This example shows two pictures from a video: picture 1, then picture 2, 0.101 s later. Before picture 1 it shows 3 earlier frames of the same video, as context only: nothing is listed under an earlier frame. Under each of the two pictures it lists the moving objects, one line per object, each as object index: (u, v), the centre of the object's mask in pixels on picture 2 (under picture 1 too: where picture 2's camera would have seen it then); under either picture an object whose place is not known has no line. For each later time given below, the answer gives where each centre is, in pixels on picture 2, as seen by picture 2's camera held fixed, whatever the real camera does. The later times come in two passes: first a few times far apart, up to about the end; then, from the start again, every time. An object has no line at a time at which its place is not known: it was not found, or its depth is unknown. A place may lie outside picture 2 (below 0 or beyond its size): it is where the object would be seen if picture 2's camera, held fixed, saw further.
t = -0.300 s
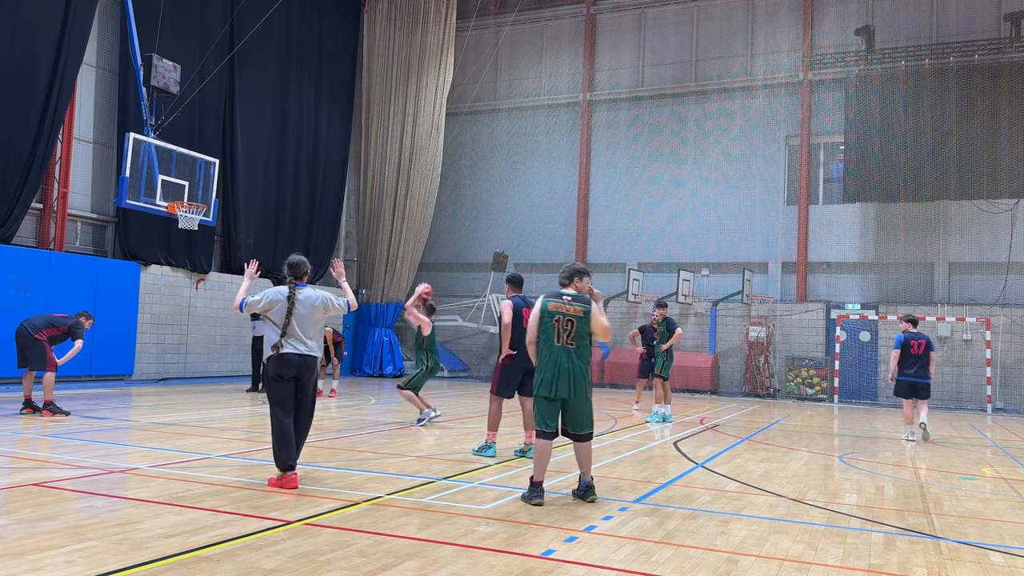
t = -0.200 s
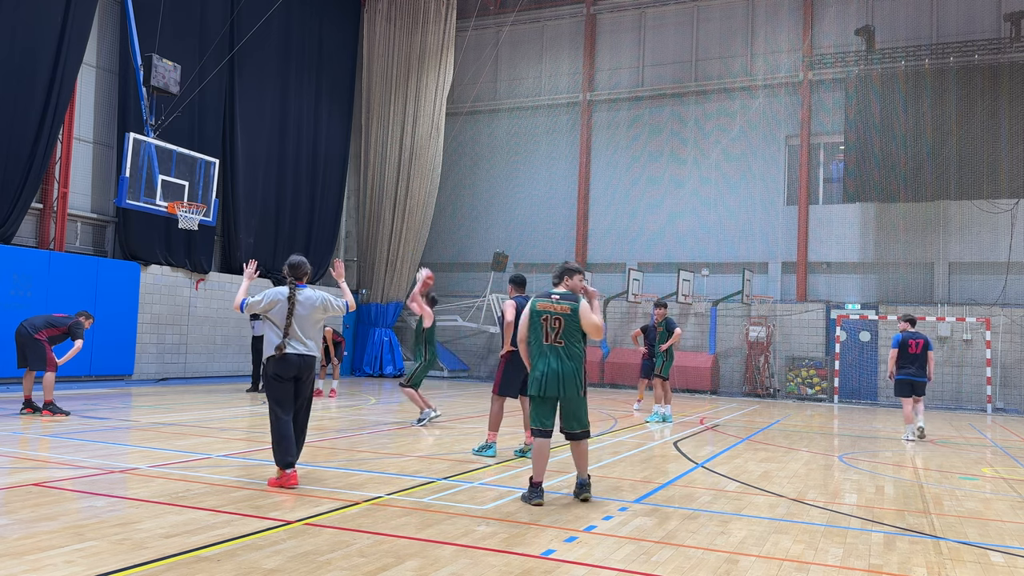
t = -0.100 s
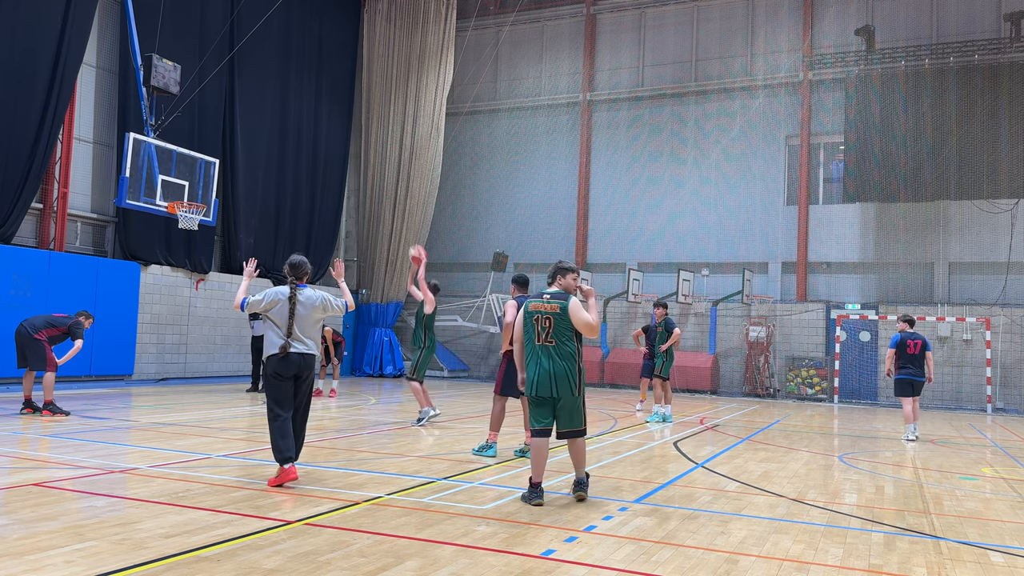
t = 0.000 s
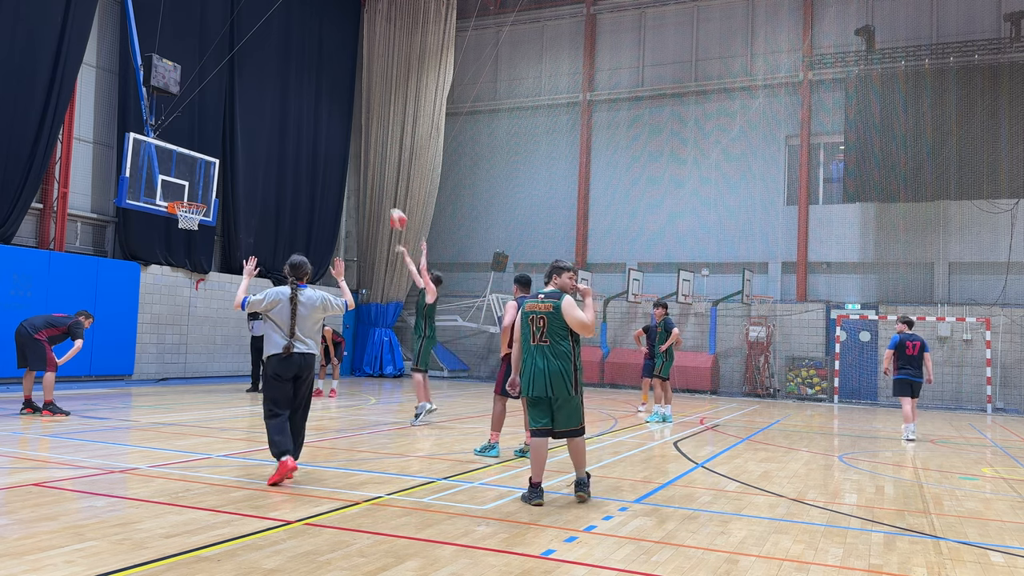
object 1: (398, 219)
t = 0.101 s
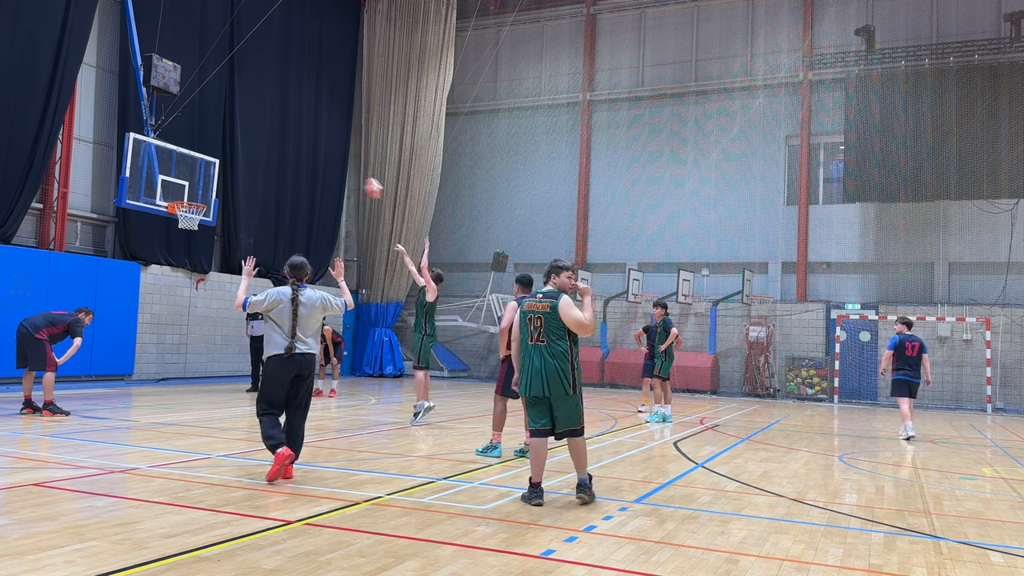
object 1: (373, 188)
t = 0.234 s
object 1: (342, 160)
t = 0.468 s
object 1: (289, 140)
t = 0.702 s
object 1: (239, 157)
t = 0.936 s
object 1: (192, 201)
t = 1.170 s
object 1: (190, 197)
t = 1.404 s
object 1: (183, 195)
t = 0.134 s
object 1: (365, 180)
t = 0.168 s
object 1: (357, 172)
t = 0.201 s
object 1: (349, 165)
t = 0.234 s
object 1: (342, 160)
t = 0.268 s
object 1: (334, 155)
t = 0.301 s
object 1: (326, 150)
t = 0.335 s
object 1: (319, 147)
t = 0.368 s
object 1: (311, 144)
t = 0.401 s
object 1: (304, 142)
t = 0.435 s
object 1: (296, 141)
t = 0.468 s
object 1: (289, 140)
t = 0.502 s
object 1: (282, 140)
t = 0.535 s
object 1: (274, 141)
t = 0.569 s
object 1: (267, 143)
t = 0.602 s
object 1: (260, 145)
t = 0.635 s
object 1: (253, 148)
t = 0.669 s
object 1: (246, 152)
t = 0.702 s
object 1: (239, 157)
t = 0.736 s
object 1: (232, 162)
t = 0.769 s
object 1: (226, 167)
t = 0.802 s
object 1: (219, 173)
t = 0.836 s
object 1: (212, 180)
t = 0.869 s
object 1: (205, 187)
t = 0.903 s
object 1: (198, 195)
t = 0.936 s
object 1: (192, 201)
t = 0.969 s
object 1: (187, 200)
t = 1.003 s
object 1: (186, 199)
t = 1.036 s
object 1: (193, 199)
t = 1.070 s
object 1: (199, 200)
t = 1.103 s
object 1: (196, 198)
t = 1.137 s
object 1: (193, 198)
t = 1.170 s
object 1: (190, 197)
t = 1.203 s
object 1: (188, 196)
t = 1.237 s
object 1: (187, 195)
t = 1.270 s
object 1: (186, 195)
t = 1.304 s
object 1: (186, 194)
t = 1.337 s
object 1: (185, 194)
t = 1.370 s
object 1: (183, 195)
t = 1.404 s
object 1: (183, 195)
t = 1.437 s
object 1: (182, 196)
